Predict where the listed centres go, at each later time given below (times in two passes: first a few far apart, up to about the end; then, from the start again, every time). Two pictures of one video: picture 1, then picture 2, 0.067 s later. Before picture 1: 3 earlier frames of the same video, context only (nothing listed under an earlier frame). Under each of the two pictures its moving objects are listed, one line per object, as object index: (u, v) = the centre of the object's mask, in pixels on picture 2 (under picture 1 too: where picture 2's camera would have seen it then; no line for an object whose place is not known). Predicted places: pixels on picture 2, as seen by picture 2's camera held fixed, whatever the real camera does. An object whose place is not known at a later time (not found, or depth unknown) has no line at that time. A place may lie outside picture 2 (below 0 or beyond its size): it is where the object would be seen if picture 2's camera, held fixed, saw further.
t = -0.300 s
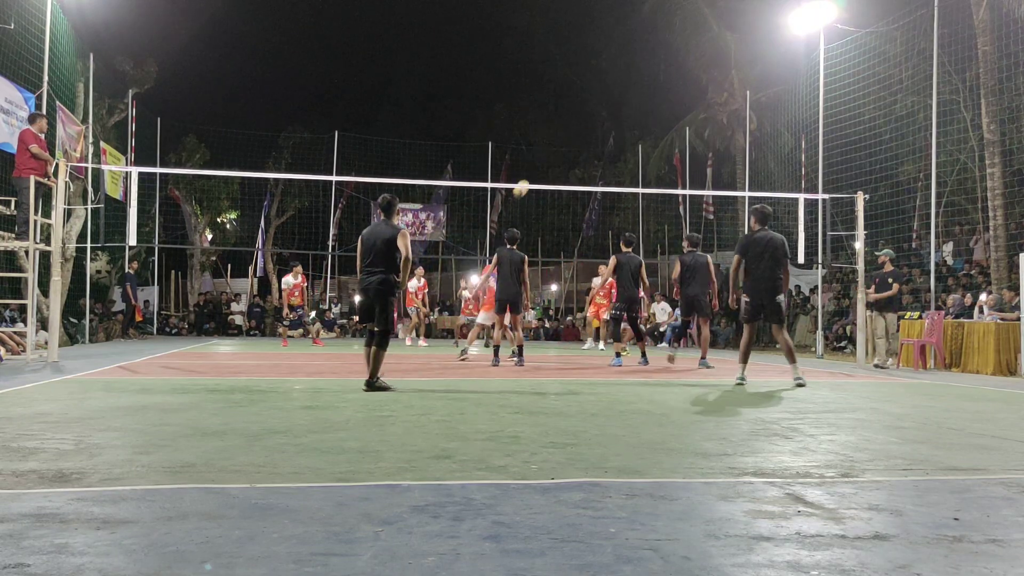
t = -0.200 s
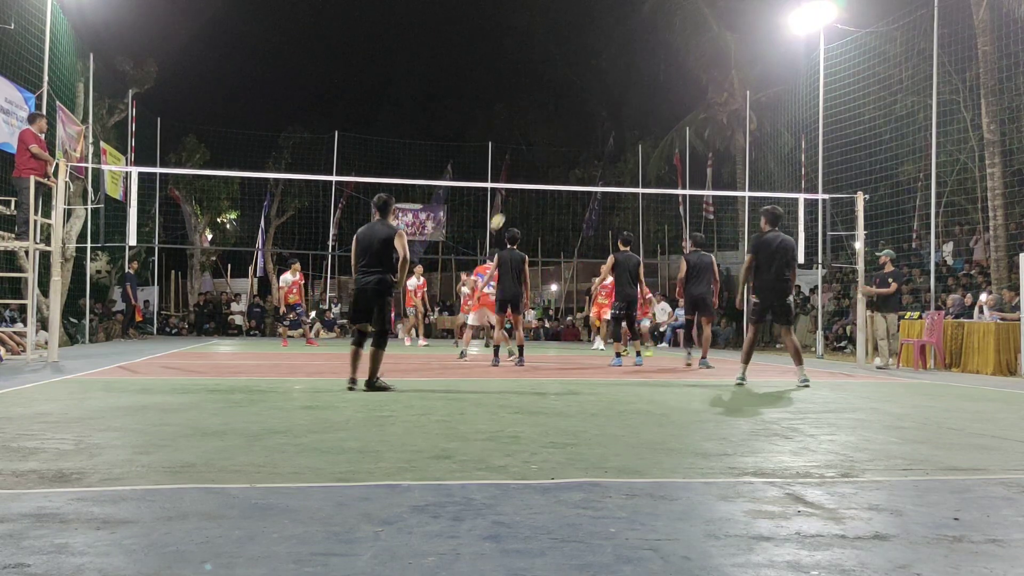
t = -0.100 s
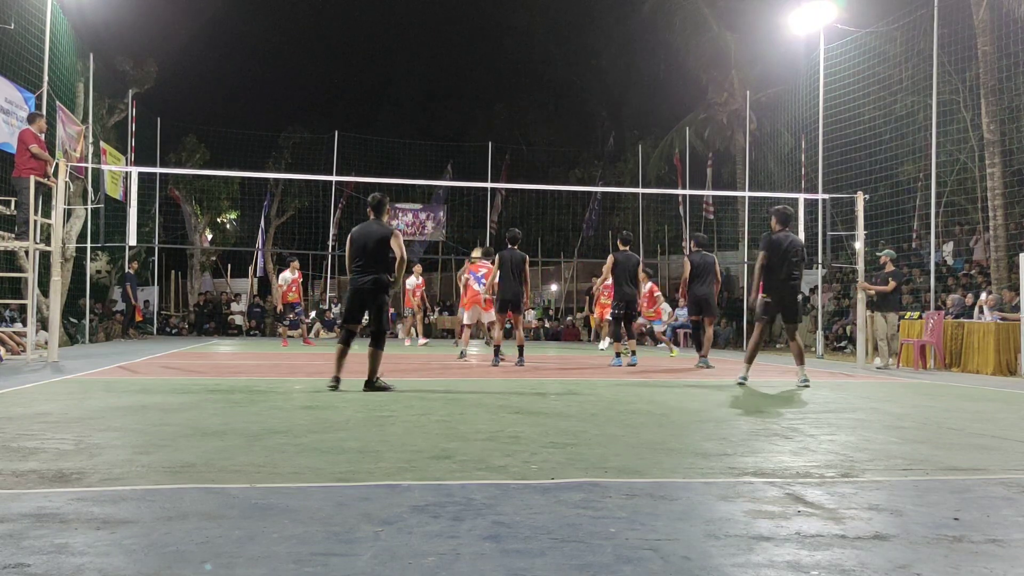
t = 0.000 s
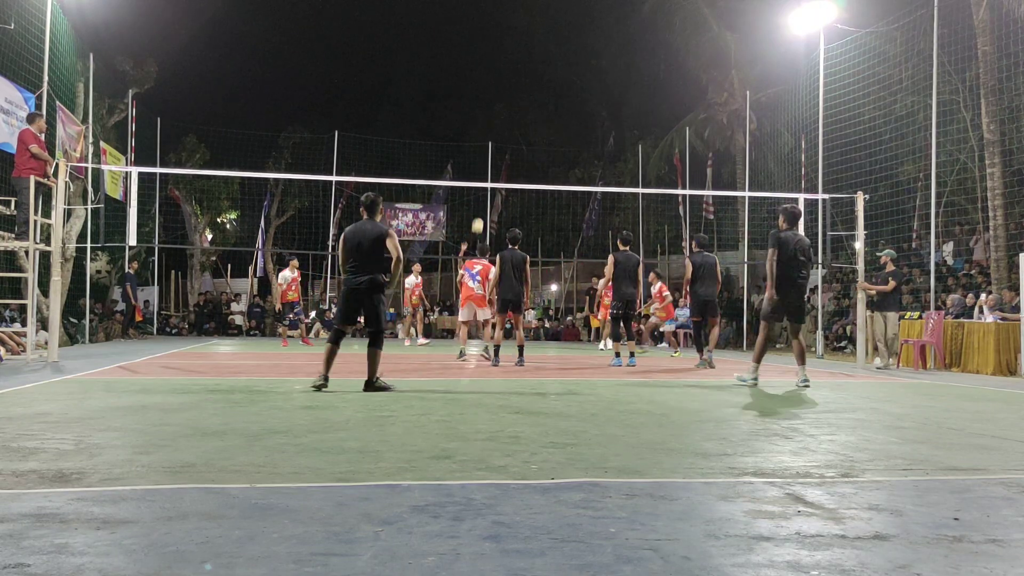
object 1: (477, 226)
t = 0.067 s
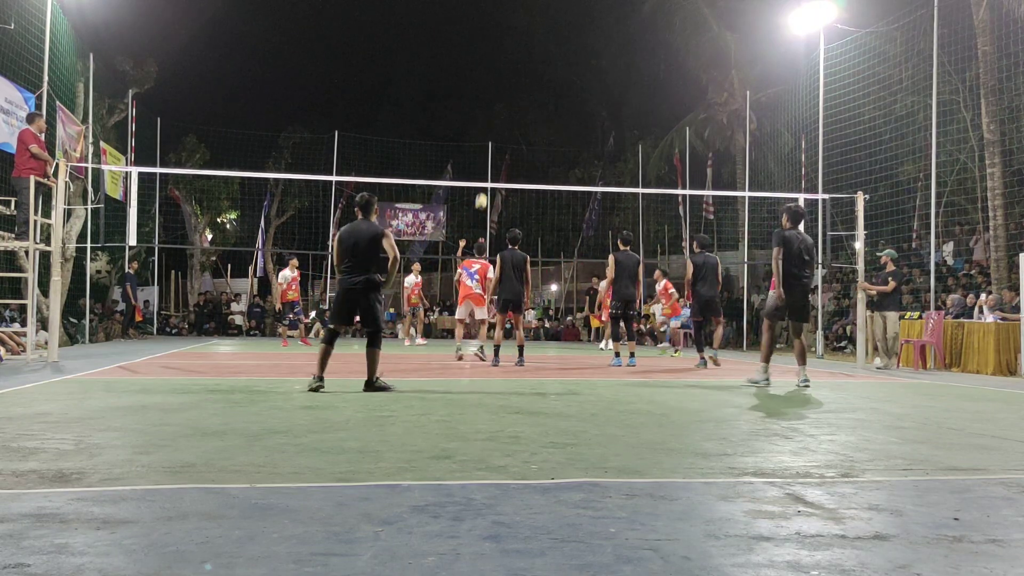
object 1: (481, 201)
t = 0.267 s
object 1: (491, 138)
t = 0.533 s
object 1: (507, 83)
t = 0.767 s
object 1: (521, 64)
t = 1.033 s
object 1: (538, 83)
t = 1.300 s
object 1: (555, 149)
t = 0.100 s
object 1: (483, 191)
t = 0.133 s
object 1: (484, 177)
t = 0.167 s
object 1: (486, 167)
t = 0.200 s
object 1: (488, 157)
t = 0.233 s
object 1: (490, 147)
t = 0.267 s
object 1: (491, 138)
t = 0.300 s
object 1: (493, 130)
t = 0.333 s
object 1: (495, 121)
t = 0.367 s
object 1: (498, 113)
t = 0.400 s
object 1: (499, 106)
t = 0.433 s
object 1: (501, 99)
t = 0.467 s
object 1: (503, 93)
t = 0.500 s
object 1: (505, 88)
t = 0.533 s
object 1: (507, 83)
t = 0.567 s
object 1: (508, 78)
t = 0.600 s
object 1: (510, 74)
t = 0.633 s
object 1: (512, 71)
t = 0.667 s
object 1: (514, 68)
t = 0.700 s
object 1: (517, 66)
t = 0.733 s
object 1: (519, 65)
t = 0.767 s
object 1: (521, 64)
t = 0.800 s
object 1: (523, 64)
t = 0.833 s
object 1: (525, 65)
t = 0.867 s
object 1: (527, 66)
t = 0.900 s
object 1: (529, 68)
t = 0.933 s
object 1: (531, 70)
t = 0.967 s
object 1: (533, 74)
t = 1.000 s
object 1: (535, 78)
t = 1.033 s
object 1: (538, 83)
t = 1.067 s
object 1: (540, 88)
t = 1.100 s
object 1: (542, 94)
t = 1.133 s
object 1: (544, 101)
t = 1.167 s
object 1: (546, 109)
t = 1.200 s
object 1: (549, 118)
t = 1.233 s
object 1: (551, 127)
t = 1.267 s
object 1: (553, 137)
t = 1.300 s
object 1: (555, 149)
